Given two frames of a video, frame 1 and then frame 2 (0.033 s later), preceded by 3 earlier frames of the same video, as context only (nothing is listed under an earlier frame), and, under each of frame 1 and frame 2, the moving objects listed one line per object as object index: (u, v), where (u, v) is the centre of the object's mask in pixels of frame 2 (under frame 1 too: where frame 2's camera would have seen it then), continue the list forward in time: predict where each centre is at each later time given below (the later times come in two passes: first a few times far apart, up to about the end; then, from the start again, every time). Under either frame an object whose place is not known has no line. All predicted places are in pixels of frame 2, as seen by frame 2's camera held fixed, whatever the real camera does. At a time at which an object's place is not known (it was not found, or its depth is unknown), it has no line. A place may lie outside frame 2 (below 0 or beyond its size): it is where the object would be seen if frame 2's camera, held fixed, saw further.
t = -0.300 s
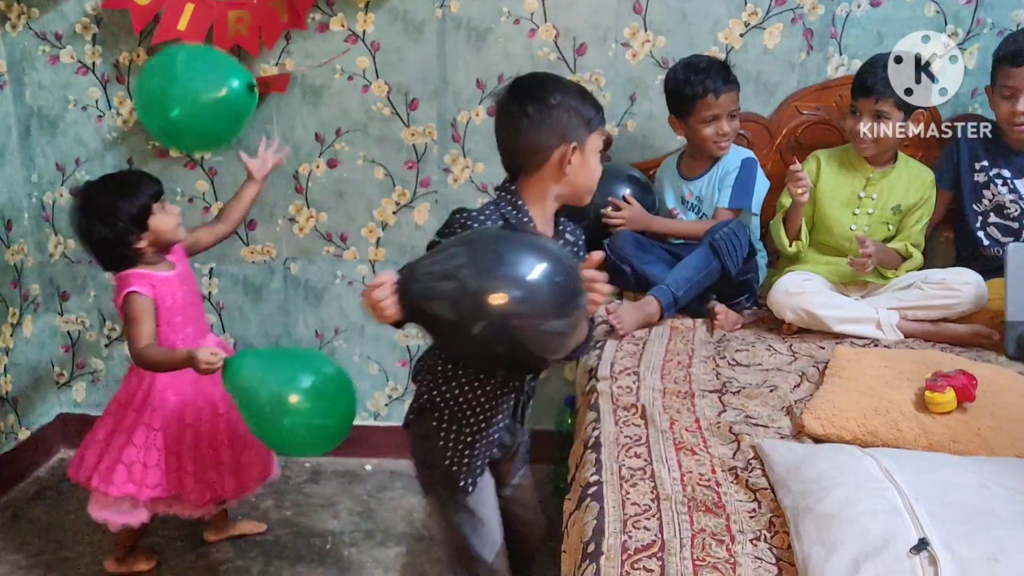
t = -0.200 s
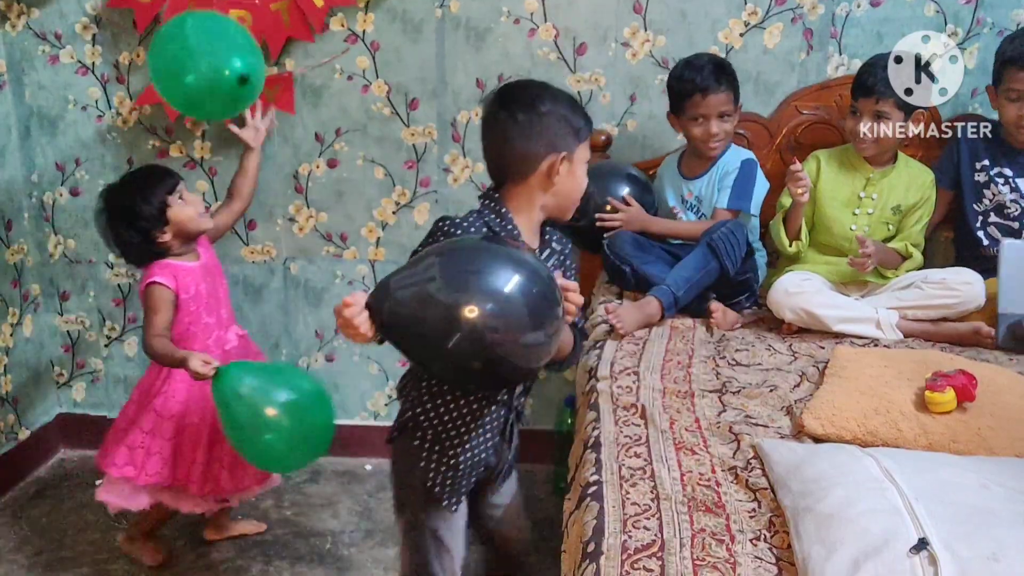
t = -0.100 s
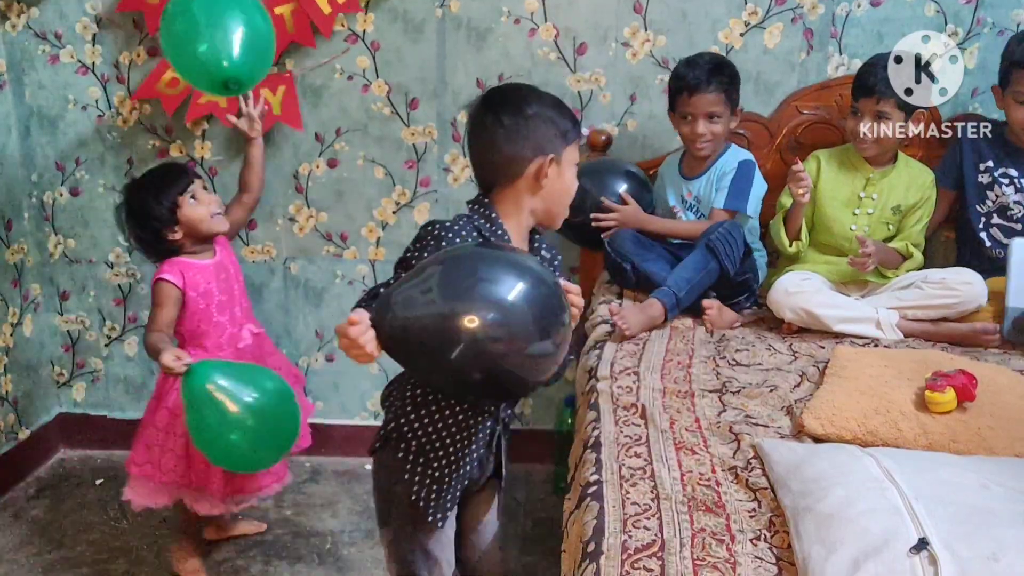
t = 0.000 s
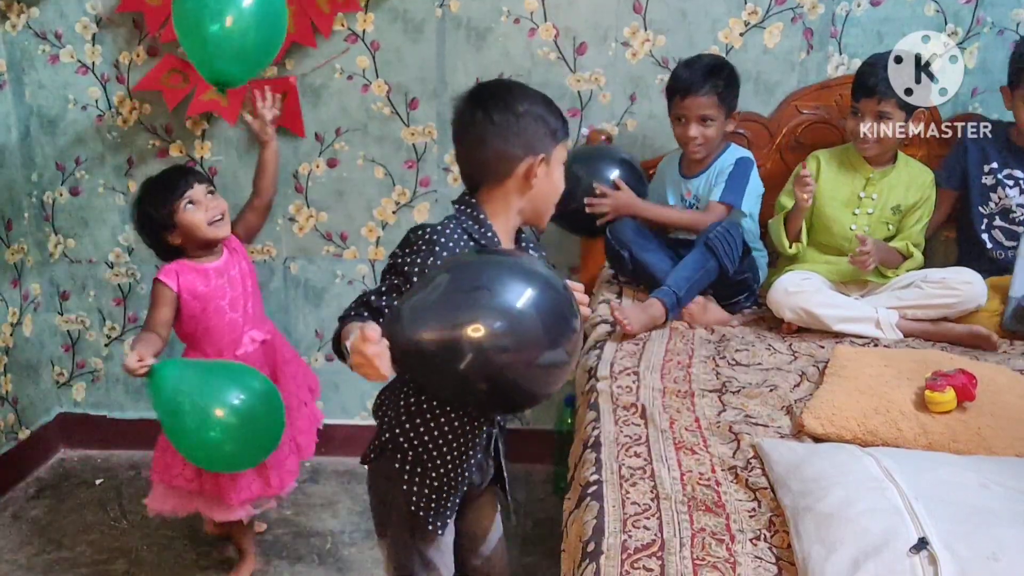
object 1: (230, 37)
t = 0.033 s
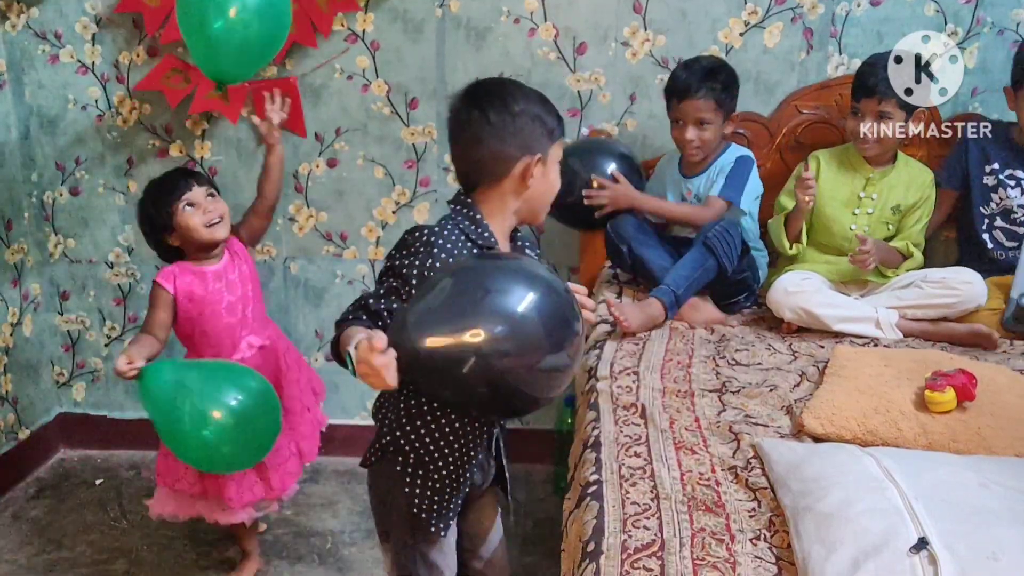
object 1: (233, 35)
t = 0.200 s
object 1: (254, 27)
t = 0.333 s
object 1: (272, 26)
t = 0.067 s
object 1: (237, 34)
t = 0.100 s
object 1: (241, 32)
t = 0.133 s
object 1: (245, 30)
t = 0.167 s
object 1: (250, 28)
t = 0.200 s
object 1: (254, 27)
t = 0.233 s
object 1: (259, 26)
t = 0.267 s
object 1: (264, 25)
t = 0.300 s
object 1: (268, 26)
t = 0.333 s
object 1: (272, 26)
